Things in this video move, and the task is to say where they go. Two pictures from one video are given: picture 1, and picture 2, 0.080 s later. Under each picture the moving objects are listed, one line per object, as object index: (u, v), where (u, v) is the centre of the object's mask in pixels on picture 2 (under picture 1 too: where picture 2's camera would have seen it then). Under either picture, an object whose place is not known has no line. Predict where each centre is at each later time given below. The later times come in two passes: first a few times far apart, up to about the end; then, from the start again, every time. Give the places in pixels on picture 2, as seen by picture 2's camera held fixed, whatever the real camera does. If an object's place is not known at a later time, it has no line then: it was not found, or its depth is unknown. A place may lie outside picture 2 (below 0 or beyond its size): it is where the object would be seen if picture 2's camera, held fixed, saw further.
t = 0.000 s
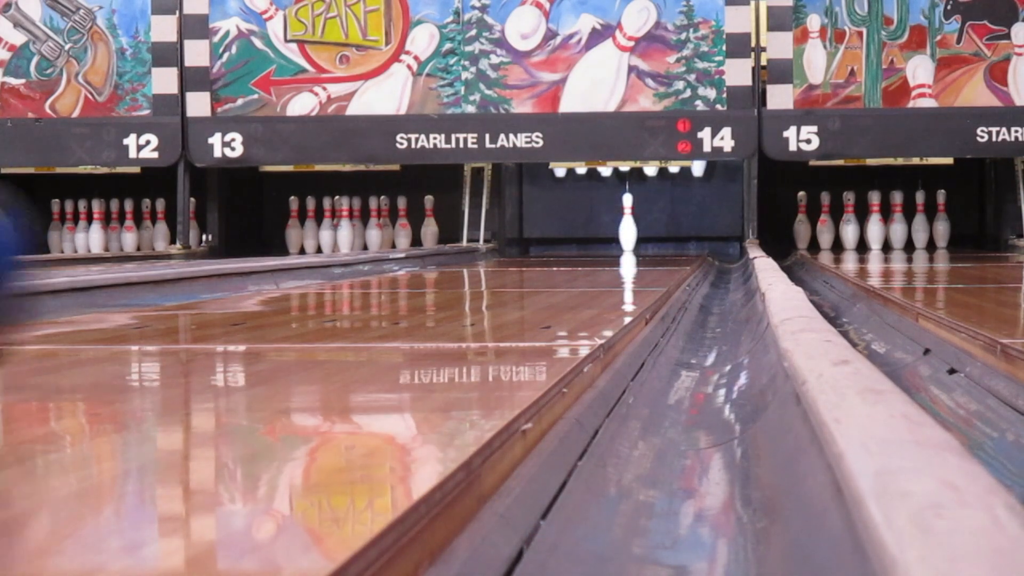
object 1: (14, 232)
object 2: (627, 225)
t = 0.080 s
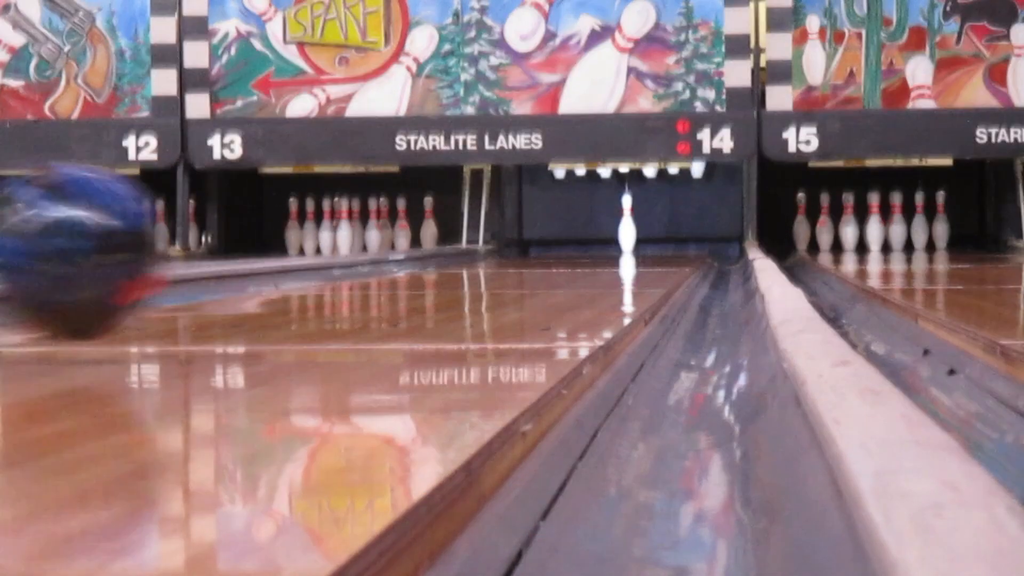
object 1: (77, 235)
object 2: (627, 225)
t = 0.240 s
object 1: (248, 240)
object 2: (627, 226)
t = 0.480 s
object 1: (389, 245)
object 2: (627, 225)
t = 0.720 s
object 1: (470, 246)
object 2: (627, 225)
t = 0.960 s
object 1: (518, 242)
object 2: (627, 225)
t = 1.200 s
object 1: (552, 240)
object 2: (627, 225)
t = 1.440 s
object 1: (576, 239)
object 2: (627, 225)
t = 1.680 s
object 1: (592, 238)
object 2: (627, 225)
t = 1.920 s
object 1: (605, 237)
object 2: (628, 225)
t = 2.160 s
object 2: (650, 225)
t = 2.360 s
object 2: (722, 221)
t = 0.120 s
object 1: (126, 224)
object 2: (627, 226)
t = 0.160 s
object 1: (183, 236)
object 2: (627, 226)
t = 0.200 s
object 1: (218, 240)
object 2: (627, 226)
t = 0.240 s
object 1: (248, 240)
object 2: (627, 226)
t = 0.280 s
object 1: (277, 242)
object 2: (627, 226)
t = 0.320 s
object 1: (305, 243)
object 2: (627, 226)
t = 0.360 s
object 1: (330, 244)
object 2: (627, 225)
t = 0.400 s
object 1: (353, 244)
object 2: (627, 225)
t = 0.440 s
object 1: (372, 245)
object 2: (627, 226)
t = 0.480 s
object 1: (389, 245)
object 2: (627, 225)
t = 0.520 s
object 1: (407, 245)
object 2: (627, 225)
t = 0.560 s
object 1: (421, 243)
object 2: (627, 225)
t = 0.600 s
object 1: (435, 242)
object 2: (627, 225)
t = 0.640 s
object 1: (447, 242)
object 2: (627, 225)
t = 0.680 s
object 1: (458, 242)
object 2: (627, 225)
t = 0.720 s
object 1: (470, 246)
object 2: (627, 225)
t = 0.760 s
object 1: (479, 245)
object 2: (627, 225)
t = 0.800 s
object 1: (488, 244)
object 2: (627, 225)
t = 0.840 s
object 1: (497, 244)
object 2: (627, 225)
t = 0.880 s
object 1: (504, 243)
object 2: (627, 225)
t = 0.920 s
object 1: (513, 242)
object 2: (627, 225)
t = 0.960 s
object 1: (518, 242)
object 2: (627, 225)
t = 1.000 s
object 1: (524, 241)
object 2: (627, 225)
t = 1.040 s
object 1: (530, 241)
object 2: (627, 225)
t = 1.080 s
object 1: (536, 241)
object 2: (627, 225)
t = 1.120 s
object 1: (542, 241)
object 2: (627, 225)
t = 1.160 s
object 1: (546, 241)
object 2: (627, 225)
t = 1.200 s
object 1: (552, 240)
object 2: (627, 225)
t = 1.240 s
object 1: (556, 240)
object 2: (627, 225)
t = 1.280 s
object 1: (561, 240)
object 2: (627, 225)
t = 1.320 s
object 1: (565, 240)
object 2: (627, 225)
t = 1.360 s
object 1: (568, 240)
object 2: (627, 225)
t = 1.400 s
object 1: (572, 240)
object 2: (627, 225)
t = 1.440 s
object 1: (576, 239)
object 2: (627, 225)
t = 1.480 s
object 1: (579, 239)
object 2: (627, 225)
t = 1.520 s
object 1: (582, 238)
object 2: (627, 225)
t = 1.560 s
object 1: (584, 238)
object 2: (627, 225)
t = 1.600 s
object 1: (587, 238)
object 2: (627, 225)
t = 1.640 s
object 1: (590, 237)
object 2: (627, 225)
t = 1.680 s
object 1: (592, 238)
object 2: (627, 225)
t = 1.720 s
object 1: (595, 237)
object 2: (627, 225)
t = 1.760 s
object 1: (597, 237)
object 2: (627, 225)
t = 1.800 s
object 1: (599, 237)
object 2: (627, 225)
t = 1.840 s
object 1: (601, 237)
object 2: (627, 225)
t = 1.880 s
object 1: (603, 238)
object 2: (628, 225)
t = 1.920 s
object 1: (605, 237)
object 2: (628, 225)
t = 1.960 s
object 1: (606, 237)
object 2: (628, 224)
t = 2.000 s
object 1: (608, 237)
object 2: (628, 224)
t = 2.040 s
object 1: (609, 237)
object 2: (628, 223)
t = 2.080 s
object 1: (612, 236)
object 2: (629, 222)
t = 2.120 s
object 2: (633, 226)
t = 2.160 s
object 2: (650, 225)
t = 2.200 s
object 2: (671, 224)
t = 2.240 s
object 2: (694, 225)
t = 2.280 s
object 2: (713, 226)
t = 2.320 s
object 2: (722, 223)
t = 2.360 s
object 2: (722, 221)
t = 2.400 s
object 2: (718, 222)
